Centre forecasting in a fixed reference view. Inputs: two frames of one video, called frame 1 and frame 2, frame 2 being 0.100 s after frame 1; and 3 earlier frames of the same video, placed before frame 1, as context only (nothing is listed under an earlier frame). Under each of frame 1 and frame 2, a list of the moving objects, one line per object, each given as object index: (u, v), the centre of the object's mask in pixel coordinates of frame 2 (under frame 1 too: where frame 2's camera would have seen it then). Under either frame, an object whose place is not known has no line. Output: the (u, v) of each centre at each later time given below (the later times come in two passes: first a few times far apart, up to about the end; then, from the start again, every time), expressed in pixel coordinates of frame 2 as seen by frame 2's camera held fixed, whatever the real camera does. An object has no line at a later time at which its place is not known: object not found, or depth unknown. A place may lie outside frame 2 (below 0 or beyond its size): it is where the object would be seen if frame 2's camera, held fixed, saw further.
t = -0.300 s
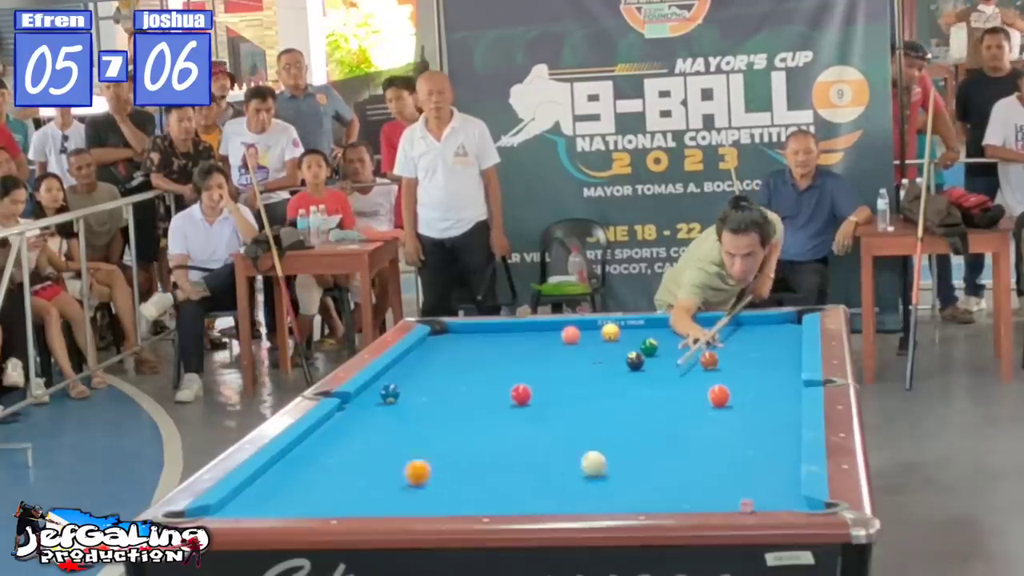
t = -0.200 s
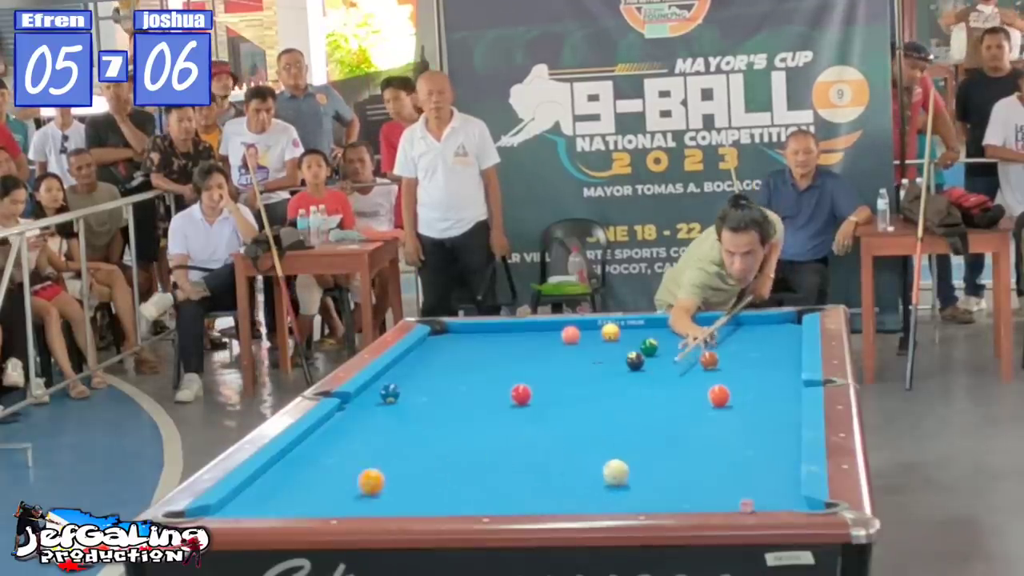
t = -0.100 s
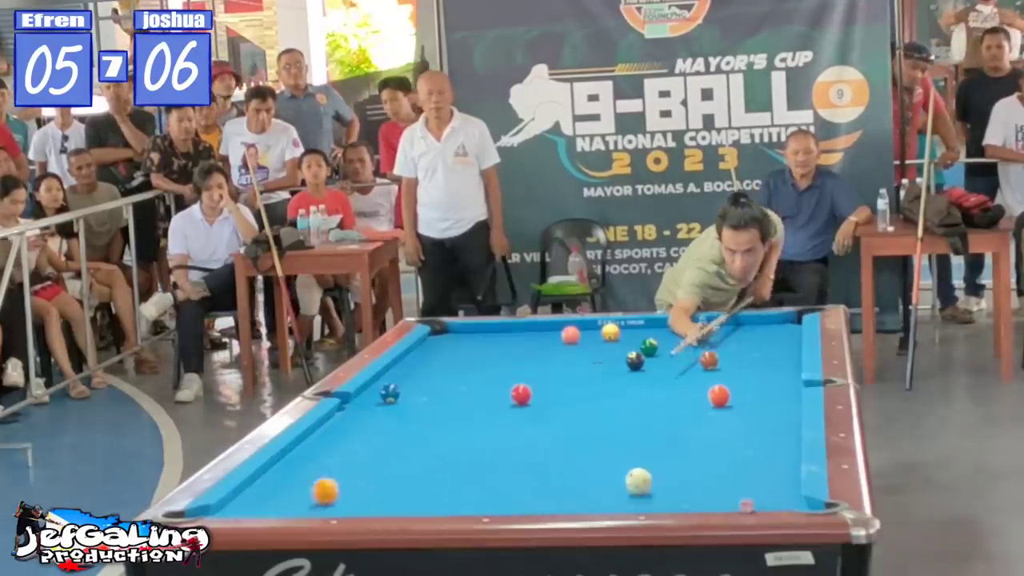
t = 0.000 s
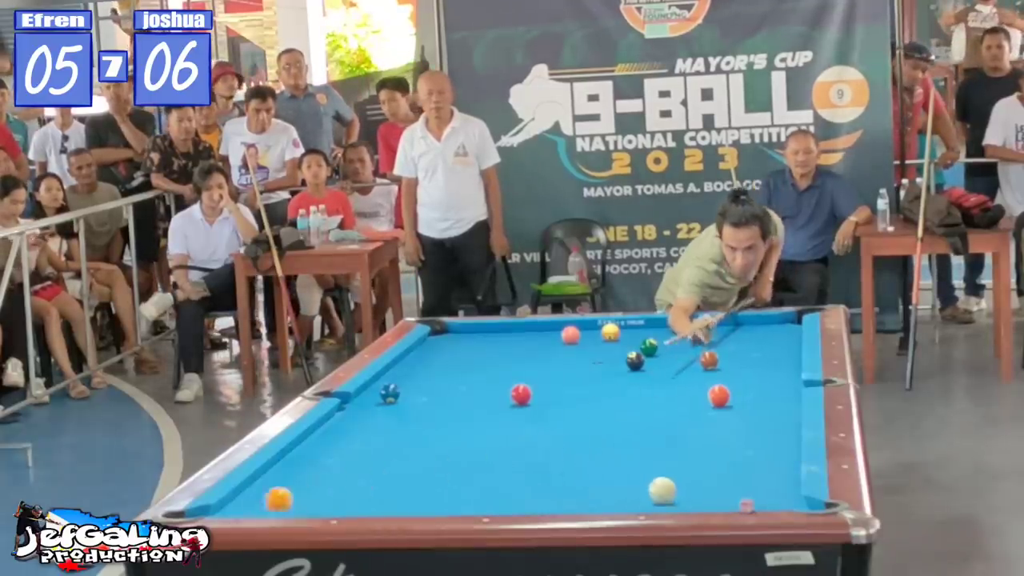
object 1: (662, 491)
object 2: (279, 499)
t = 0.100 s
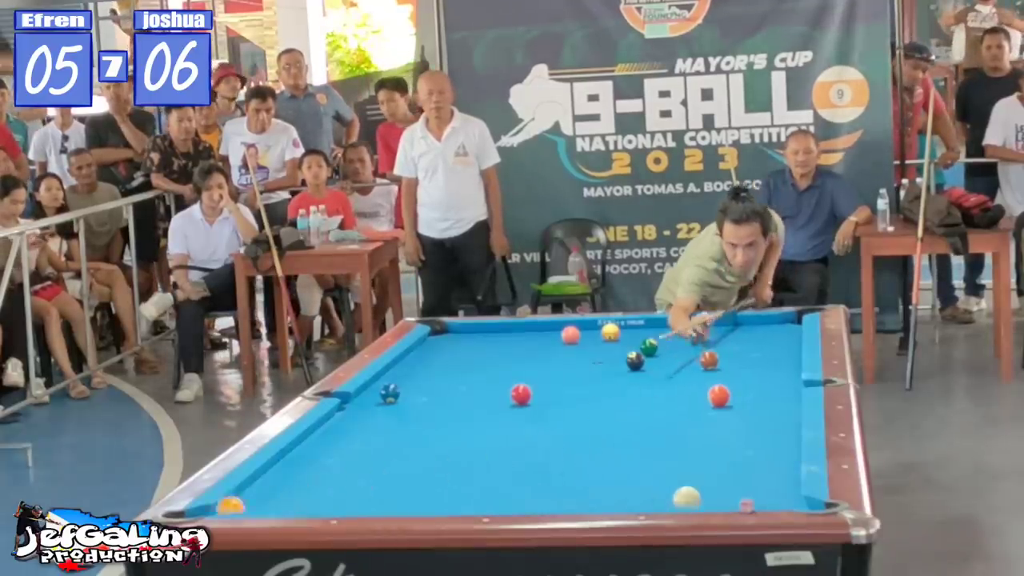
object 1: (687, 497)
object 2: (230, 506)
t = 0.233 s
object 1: (724, 498)
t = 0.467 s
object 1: (785, 490)
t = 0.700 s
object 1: (750, 478)
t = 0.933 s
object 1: (719, 467)
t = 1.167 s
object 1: (690, 457)
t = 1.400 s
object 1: (664, 448)
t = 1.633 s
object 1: (640, 440)
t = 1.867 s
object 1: (618, 433)
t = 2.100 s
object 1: (597, 425)
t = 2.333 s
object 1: (578, 419)
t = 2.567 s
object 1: (561, 413)
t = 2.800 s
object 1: (544, 407)
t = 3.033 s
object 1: (530, 403)
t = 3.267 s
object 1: (516, 399)
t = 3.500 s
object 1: (502, 398)
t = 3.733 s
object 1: (490, 398)
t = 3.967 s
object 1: (479, 397)
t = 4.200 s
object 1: (471, 397)
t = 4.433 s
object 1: (463, 397)
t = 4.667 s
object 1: (457, 396)
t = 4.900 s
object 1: (452, 396)
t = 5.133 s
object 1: (449, 396)
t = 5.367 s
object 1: (446, 395)
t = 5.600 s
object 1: (445, 395)
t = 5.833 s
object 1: (445, 395)
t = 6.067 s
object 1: (445, 395)
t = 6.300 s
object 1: (445, 395)
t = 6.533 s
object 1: (445, 395)
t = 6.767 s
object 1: (445, 395)
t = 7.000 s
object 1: (445, 395)
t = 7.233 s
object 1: (445, 395)
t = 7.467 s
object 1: (445, 395)
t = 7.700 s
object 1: (445, 395)
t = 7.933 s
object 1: (445, 395)
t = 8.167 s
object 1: (445, 395)
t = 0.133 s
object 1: (695, 499)
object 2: (214, 509)
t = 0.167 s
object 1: (703, 500)
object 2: (198, 513)
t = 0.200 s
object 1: (714, 500)
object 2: (183, 517)
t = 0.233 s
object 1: (724, 498)
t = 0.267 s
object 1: (734, 497)
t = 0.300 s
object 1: (745, 495)
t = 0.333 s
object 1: (756, 494)
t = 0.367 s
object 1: (766, 493)
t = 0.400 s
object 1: (776, 492)
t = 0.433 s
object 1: (785, 491)
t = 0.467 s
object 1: (785, 490)
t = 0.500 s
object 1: (779, 488)
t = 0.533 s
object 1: (773, 486)
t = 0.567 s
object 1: (768, 484)
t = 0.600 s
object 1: (764, 483)
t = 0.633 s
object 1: (759, 481)
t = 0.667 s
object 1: (754, 480)
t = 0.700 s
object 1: (750, 478)
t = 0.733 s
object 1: (745, 477)
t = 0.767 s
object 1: (740, 475)
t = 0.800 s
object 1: (736, 473)
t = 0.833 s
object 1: (732, 472)
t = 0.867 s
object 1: (727, 470)
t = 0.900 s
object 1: (723, 469)
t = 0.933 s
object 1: (719, 467)
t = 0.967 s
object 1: (715, 466)
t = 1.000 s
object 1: (710, 464)
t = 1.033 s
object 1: (706, 463)
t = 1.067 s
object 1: (702, 462)
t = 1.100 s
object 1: (698, 460)
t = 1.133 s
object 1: (694, 459)
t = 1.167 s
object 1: (690, 457)
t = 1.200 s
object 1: (686, 456)
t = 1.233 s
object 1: (683, 455)
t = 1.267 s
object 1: (679, 453)
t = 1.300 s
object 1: (675, 452)
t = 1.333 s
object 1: (672, 451)
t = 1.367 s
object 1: (668, 449)
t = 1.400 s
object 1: (664, 448)
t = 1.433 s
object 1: (661, 447)
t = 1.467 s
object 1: (657, 446)
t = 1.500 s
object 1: (654, 445)
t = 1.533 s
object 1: (650, 444)
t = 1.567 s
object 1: (647, 442)
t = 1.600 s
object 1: (643, 441)
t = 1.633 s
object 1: (640, 440)
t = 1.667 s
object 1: (637, 439)
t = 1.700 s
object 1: (634, 438)
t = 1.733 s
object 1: (630, 436)
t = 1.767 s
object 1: (627, 436)
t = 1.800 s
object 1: (624, 435)
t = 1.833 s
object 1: (621, 434)
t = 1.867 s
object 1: (618, 433)
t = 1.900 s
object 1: (615, 432)
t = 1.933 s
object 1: (612, 430)
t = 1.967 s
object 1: (609, 430)
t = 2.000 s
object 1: (606, 428)
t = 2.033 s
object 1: (603, 427)
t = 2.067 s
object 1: (600, 426)
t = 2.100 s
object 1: (597, 425)
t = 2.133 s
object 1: (594, 425)
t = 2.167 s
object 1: (591, 424)
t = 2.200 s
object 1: (589, 422)
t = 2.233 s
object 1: (586, 422)
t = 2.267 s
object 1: (583, 421)
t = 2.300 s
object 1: (581, 420)
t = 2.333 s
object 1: (578, 419)
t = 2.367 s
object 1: (575, 418)
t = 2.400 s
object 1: (573, 417)
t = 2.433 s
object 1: (570, 416)
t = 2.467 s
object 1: (568, 415)
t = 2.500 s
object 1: (565, 415)
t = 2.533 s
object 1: (563, 414)
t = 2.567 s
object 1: (561, 413)
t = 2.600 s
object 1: (558, 412)
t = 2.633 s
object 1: (556, 411)
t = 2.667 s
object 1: (554, 411)
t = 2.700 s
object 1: (551, 410)
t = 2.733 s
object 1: (549, 409)
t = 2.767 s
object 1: (547, 408)
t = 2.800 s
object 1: (544, 407)
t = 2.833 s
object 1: (542, 407)
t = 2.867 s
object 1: (541, 406)
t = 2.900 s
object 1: (538, 405)
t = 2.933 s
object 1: (536, 405)
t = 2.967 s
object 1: (534, 404)
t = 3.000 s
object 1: (532, 403)
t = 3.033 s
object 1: (530, 403)
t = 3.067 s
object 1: (528, 402)
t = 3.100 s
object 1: (526, 401)
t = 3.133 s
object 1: (524, 400)
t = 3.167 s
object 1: (522, 400)
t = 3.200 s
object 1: (520, 399)
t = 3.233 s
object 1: (518, 399)
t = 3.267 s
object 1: (516, 399)
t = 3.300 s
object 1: (514, 399)
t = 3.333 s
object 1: (512, 398)
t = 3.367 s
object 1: (510, 399)
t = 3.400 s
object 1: (508, 399)
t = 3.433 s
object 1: (507, 398)
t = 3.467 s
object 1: (504, 398)
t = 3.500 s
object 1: (502, 398)
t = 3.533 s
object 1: (501, 398)
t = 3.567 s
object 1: (498, 398)
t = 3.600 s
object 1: (497, 398)
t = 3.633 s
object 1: (495, 398)
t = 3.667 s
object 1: (493, 398)
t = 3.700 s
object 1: (492, 398)
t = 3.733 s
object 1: (490, 398)
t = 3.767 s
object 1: (488, 398)
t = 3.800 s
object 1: (487, 398)
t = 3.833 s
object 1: (485, 398)
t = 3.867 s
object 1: (484, 398)
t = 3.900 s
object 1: (482, 397)
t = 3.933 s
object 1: (481, 397)
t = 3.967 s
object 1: (479, 397)
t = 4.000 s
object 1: (478, 397)
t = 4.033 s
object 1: (477, 397)
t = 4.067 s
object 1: (476, 397)
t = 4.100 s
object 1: (474, 397)
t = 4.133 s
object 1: (473, 397)
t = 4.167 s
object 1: (472, 397)
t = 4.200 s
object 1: (471, 397)
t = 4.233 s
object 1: (469, 397)
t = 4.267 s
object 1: (468, 397)
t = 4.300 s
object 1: (467, 397)
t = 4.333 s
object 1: (466, 397)
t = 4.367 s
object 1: (465, 397)
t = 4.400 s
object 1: (464, 397)
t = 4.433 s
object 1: (463, 397)
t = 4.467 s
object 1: (462, 397)
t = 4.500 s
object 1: (461, 397)
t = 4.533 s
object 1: (460, 396)
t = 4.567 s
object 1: (459, 397)
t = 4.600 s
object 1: (458, 396)
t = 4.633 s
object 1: (458, 396)
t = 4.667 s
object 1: (457, 396)
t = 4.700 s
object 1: (456, 396)
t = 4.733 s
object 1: (455, 396)
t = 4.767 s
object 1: (455, 396)
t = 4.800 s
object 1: (454, 396)
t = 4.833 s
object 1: (453, 396)
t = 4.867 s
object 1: (452, 396)
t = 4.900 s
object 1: (452, 396)
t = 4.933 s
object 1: (451, 396)
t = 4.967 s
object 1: (451, 396)
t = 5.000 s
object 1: (450, 396)
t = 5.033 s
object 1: (450, 396)
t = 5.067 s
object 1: (449, 396)
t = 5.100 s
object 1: (449, 396)
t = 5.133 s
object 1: (449, 396)
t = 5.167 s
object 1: (448, 396)
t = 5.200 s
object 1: (448, 396)
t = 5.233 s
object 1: (448, 396)
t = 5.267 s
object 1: (447, 395)
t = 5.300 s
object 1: (447, 395)
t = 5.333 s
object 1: (447, 395)
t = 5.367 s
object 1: (446, 395)
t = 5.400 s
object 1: (446, 395)
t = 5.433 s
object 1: (446, 395)
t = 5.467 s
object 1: (446, 395)
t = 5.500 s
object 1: (446, 395)
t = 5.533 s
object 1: (446, 395)
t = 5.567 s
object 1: (446, 395)
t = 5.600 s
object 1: (445, 395)
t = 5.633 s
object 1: (445, 395)
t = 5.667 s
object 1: (445, 395)
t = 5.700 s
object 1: (445, 395)
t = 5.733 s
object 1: (445, 395)
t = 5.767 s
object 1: (445, 395)
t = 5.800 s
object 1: (445, 395)
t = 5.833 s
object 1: (445, 395)
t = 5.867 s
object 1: (445, 395)
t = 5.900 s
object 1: (445, 395)
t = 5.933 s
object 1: (445, 395)
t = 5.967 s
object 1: (445, 395)
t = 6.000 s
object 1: (445, 395)
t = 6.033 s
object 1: (445, 395)
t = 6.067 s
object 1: (445, 395)
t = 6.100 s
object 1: (445, 395)
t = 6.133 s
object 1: (445, 395)
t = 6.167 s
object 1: (445, 395)
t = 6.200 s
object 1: (445, 395)
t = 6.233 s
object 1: (445, 395)
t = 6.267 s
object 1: (445, 395)
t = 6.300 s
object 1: (445, 395)
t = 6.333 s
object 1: (445, 395)
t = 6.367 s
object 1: (445, 395)
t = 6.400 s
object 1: (445, 395)
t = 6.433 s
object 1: (445, 395)
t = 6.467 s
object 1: (445, 395)
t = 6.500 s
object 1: (445, 395)
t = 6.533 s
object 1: (445, 395)
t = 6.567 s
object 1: (445, 395)
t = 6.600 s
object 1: (445, 395)
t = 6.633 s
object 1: (445, 395)
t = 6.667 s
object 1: (445, 395)
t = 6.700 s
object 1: (445, 395)
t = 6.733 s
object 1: (445, 395)
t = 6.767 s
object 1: (445, 395)
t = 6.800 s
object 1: (445, 395)
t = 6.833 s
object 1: (445, 395)
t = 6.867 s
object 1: (445, 395)
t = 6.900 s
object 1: (445, 395)
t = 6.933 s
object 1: (445, 395)
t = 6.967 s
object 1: (445, 395)
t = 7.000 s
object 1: (445, 395)
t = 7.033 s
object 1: (445, 395)
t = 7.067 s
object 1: (445, 395)
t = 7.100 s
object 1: (445, 395)
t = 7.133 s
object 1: (445, 395)
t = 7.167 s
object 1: (445, 395)
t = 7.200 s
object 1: (445, 395)
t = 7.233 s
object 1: (445, 395)
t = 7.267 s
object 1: (445, 395)
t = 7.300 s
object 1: (445, 395)
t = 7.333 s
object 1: (445, 395)
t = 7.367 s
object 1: (445, 395)
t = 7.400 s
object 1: (445, 395)
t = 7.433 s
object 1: (445, 395)
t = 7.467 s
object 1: (445, 395)
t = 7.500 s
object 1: (445, 395)
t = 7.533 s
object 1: (445, 395)
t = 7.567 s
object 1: (445, 395)
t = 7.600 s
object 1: (445, 395)
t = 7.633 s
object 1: (445, 395)
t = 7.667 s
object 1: (445, 395)
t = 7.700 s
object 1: (445, 395)
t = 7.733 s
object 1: (445, 395)
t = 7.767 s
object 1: (445, 395)
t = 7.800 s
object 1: (445, 395)
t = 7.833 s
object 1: (445, 395)
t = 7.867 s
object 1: (445, 395)
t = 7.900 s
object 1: (445, 395)
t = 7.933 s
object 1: (445, 395)
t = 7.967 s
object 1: (445, 395)
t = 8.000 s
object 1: (445, 395)
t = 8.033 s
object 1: (445, 395)
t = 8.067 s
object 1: (445, 395)
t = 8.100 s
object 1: (445, 395)
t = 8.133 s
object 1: (445, 395)
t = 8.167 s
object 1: (445, 395)
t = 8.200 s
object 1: (445, 395)
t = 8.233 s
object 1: (445, 395)
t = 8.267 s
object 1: (445, 395)
